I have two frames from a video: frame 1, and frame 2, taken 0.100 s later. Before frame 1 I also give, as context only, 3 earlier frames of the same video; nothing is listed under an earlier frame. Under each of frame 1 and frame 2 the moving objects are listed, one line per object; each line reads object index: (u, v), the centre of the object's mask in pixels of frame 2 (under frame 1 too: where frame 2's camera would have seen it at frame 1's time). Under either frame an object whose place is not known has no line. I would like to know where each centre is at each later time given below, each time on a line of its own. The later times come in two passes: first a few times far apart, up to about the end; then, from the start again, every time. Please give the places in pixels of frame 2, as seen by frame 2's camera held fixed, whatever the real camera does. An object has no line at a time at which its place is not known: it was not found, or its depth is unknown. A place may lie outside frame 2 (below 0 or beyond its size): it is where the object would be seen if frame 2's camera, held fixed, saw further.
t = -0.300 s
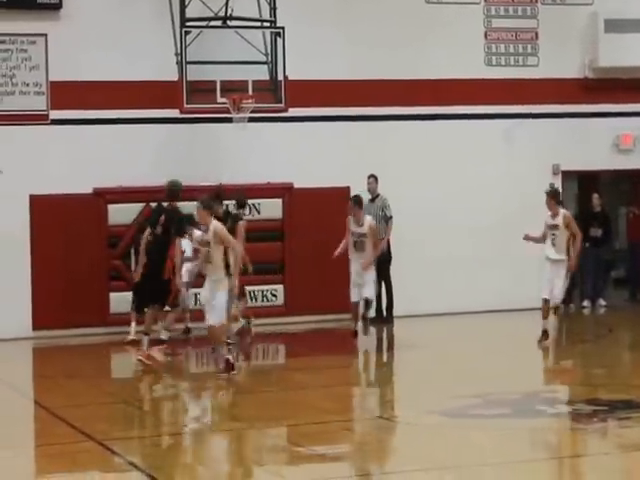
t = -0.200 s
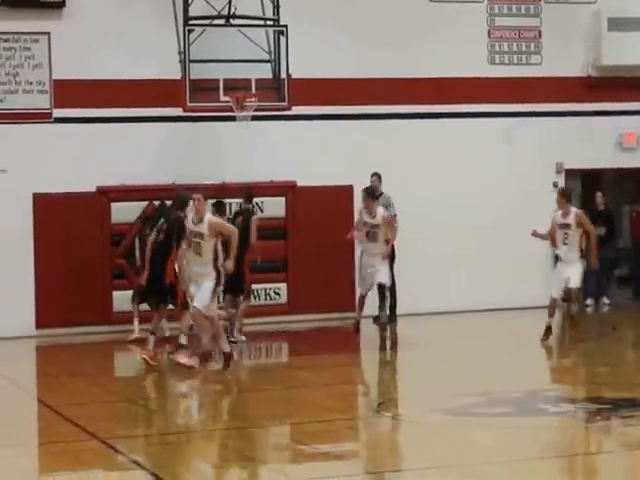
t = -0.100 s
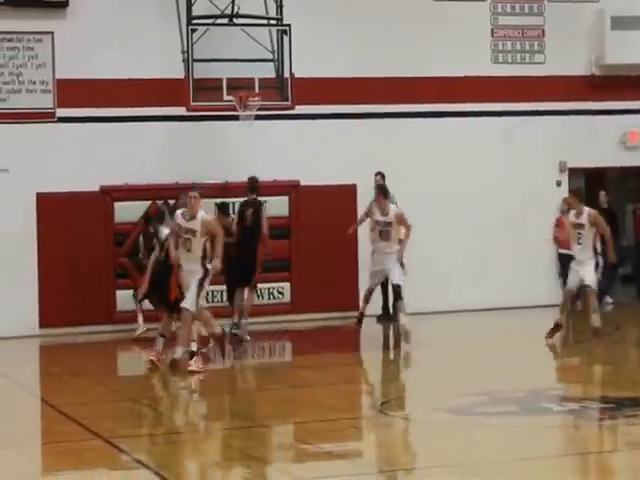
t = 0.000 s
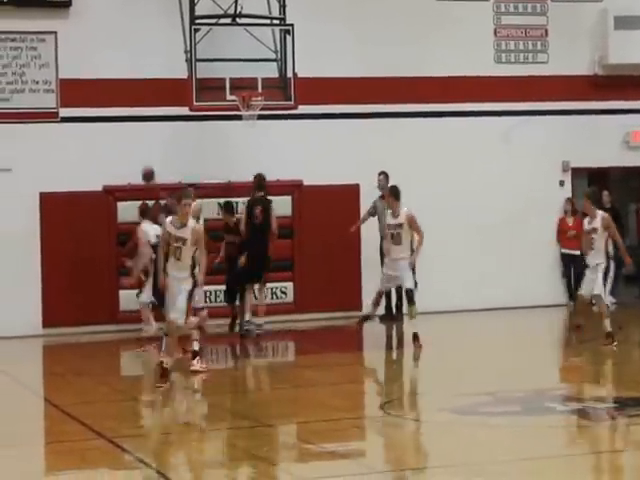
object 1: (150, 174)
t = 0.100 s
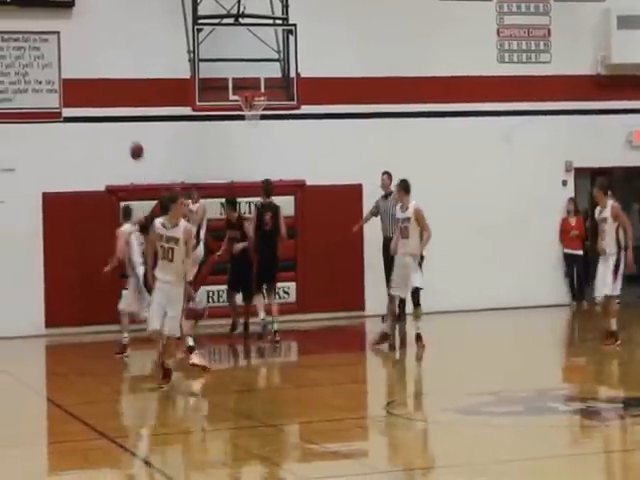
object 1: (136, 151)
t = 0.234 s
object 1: (116, 127)
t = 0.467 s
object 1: (78, 120)
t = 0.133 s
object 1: (131, 144)
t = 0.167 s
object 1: (126, 138)
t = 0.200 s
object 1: (122, 133)
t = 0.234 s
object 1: (116, 127)
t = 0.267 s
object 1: (111, 124)
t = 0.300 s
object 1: (106, 121)
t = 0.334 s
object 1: (100, 119)
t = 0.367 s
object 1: (95, 118)
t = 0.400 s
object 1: (90, 118)
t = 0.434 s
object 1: (84, 119)
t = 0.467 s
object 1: (78, 120)
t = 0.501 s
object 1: (72, 122)
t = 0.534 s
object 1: (66, 125)
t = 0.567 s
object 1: (60, 130)
